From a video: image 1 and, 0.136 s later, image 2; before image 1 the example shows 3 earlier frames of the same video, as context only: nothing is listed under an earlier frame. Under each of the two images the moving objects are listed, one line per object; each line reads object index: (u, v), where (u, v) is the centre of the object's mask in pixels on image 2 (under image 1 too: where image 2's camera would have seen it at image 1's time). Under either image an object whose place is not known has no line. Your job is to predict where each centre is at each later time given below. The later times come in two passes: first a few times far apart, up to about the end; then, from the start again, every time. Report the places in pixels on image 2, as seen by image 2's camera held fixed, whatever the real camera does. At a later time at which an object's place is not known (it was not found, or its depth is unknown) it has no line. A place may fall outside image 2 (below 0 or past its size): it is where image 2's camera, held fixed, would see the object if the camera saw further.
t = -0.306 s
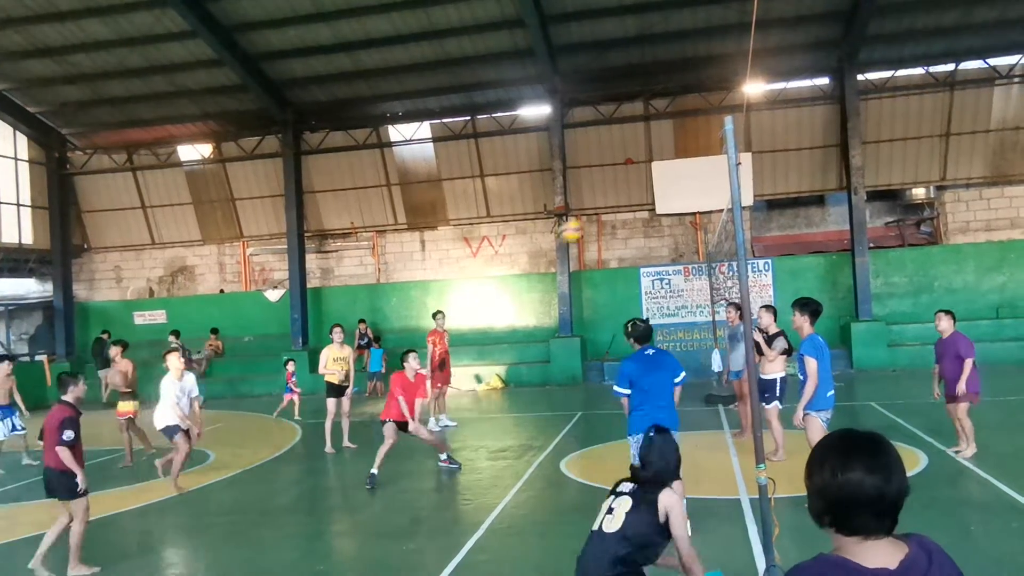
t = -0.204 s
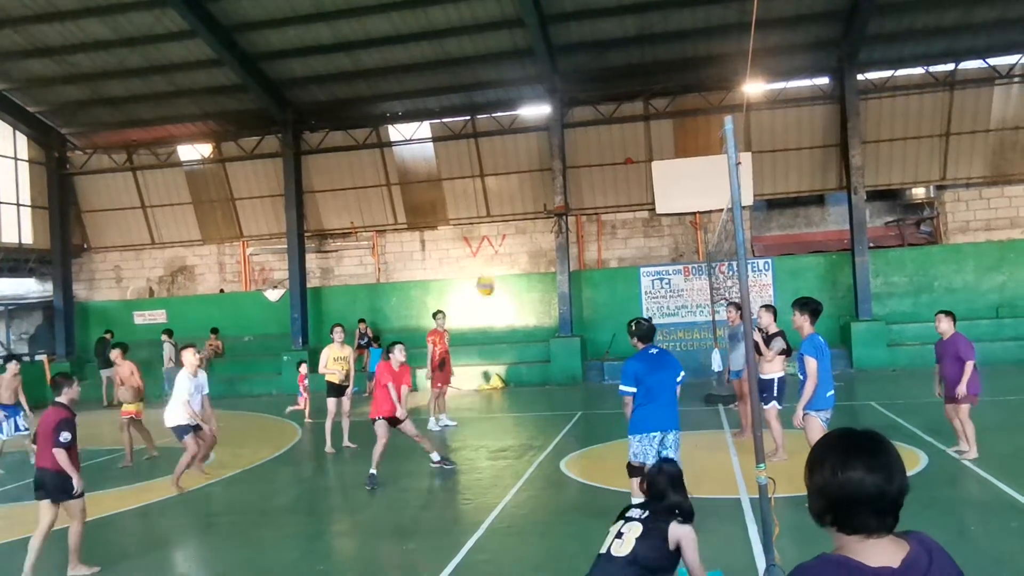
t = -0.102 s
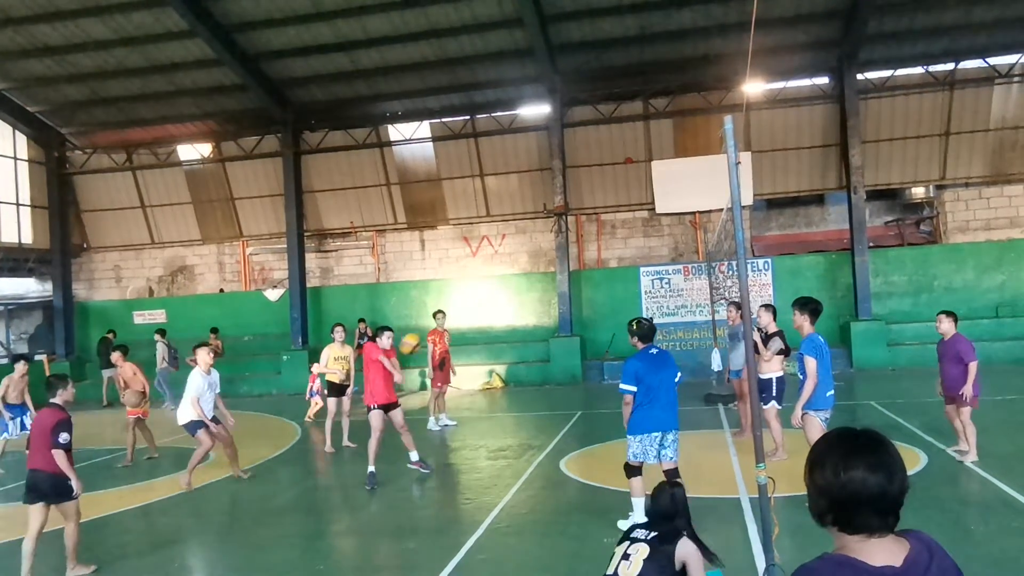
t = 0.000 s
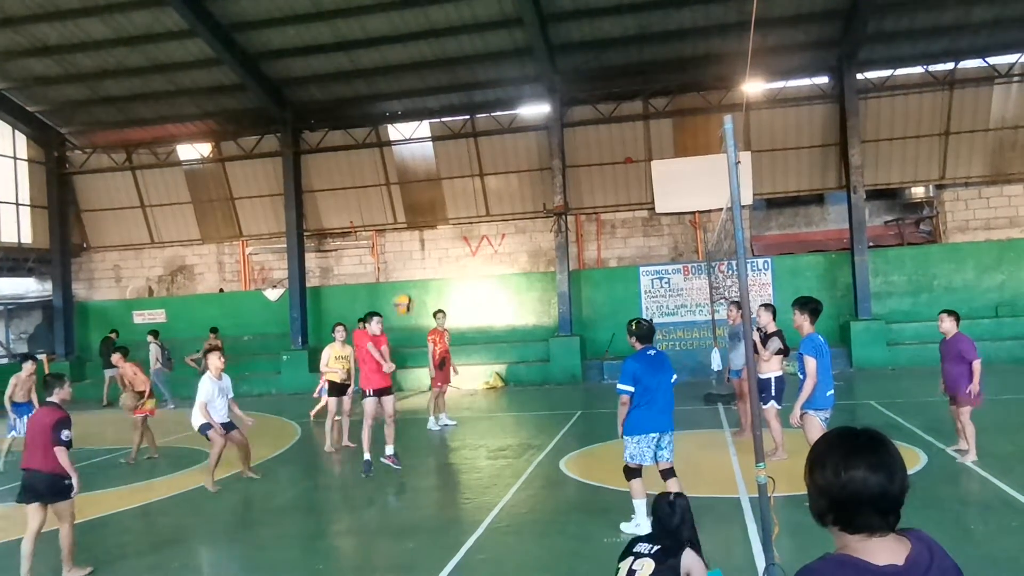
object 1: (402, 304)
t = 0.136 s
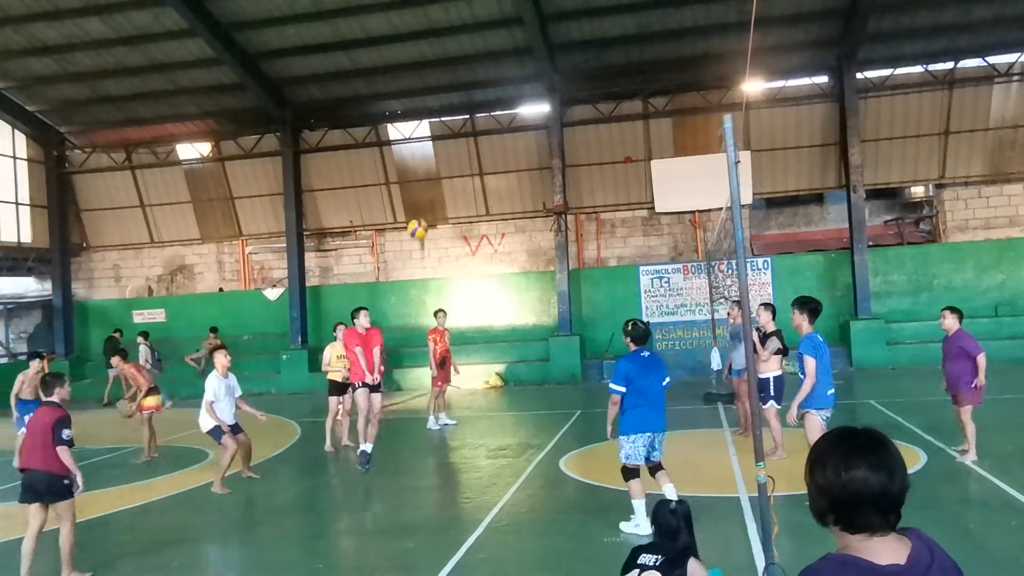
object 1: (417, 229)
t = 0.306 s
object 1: (437, 160)
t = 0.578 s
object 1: (472, 103)
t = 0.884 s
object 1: (517, 127)
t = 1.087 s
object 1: (554, 206)
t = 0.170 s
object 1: (421, 214)
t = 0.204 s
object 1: (425, 199)
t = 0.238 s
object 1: (429, 185)
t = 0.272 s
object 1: (433, 172)
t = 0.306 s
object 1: (437, 160)
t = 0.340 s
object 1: (442, 149)
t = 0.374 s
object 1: (445, 139)
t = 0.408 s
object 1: (449, 131)
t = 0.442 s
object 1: (454, 123)
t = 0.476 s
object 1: (458, 116)
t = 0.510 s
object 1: (462, 111)
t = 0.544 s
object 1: (467, 107)
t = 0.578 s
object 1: (472, 103)
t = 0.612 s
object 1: (476, 101)
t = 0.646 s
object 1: (481, 101)
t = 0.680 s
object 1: (486, 101)
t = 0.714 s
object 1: (491, 102)
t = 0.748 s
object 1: (496, 105)
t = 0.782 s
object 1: (501, 109)
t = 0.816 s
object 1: (506, 113)
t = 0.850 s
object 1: (512, 121)
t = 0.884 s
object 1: (517, 127)
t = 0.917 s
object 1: (523, 138)
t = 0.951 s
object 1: (530, 149)
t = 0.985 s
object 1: (535, 161)
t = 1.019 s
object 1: (541, 174)
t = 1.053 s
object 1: (549, 190)
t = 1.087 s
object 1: (554, 206)
